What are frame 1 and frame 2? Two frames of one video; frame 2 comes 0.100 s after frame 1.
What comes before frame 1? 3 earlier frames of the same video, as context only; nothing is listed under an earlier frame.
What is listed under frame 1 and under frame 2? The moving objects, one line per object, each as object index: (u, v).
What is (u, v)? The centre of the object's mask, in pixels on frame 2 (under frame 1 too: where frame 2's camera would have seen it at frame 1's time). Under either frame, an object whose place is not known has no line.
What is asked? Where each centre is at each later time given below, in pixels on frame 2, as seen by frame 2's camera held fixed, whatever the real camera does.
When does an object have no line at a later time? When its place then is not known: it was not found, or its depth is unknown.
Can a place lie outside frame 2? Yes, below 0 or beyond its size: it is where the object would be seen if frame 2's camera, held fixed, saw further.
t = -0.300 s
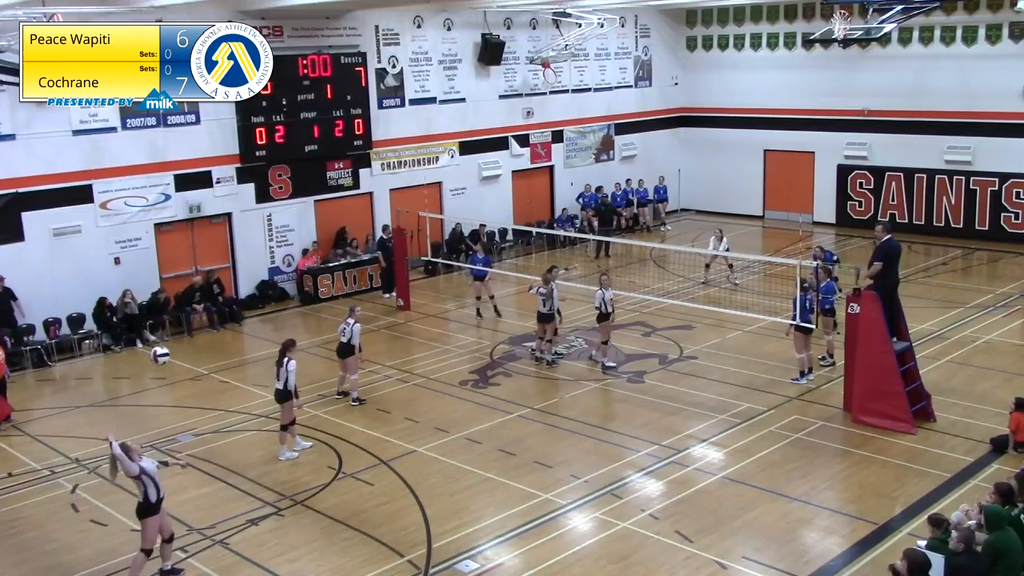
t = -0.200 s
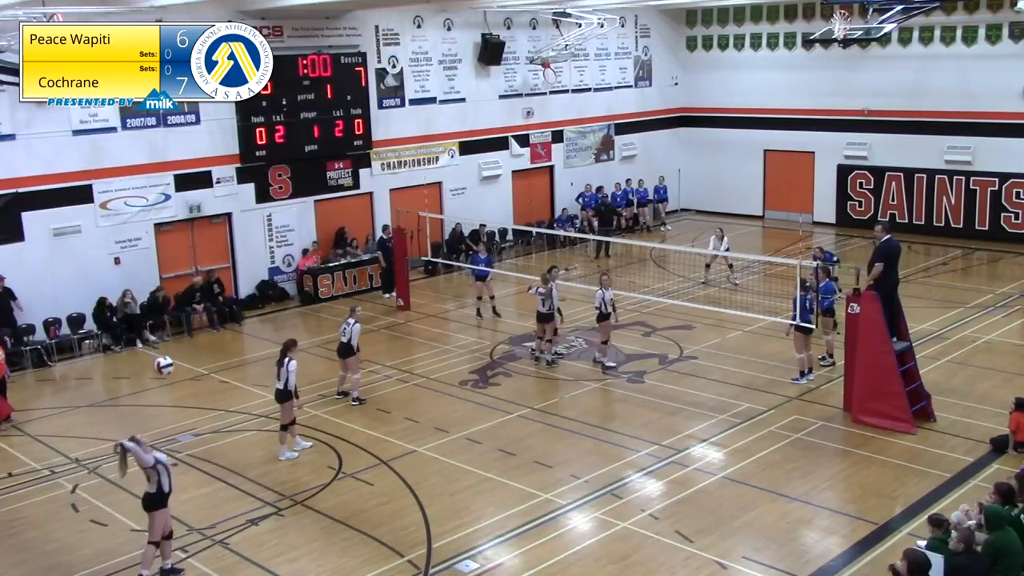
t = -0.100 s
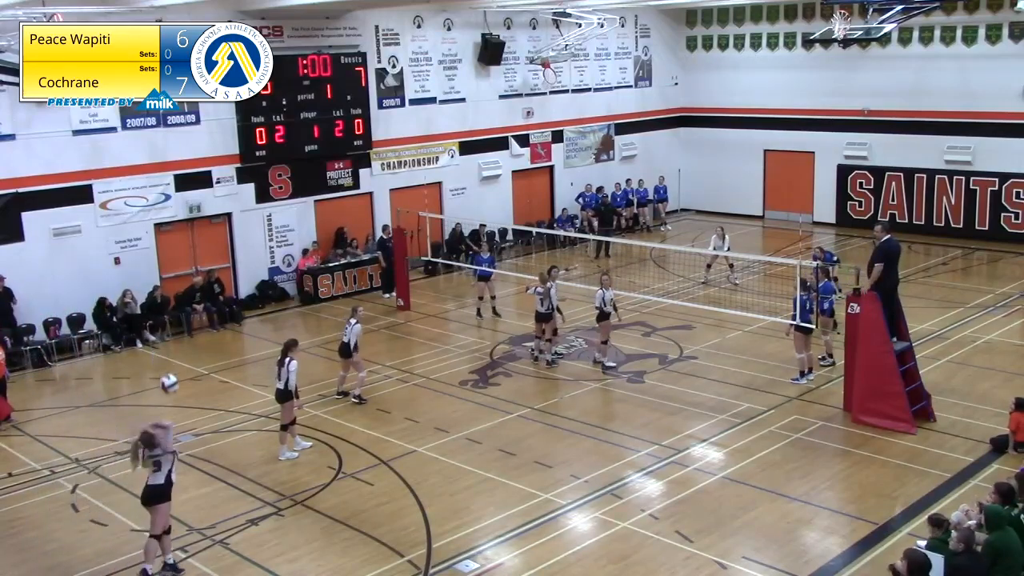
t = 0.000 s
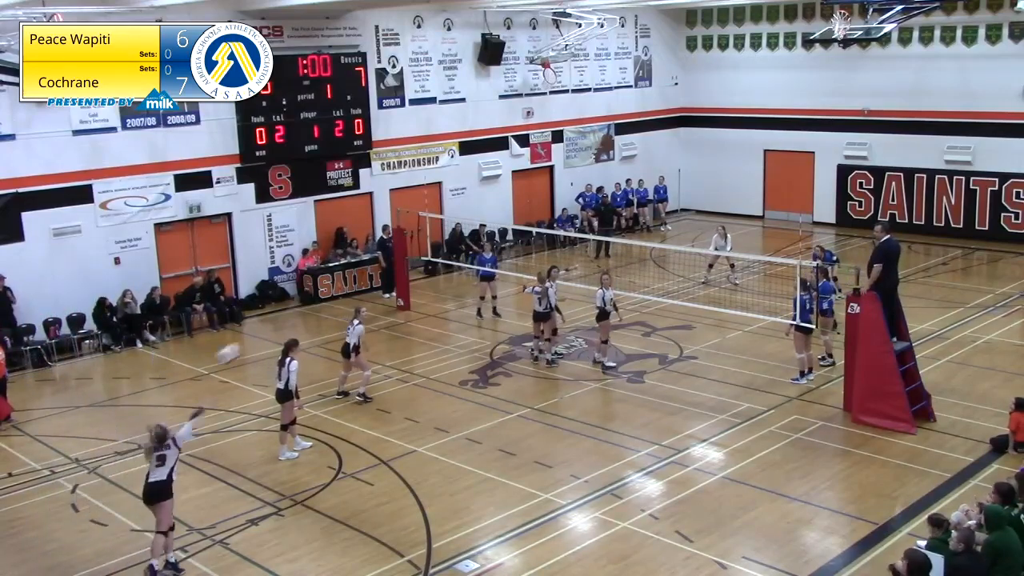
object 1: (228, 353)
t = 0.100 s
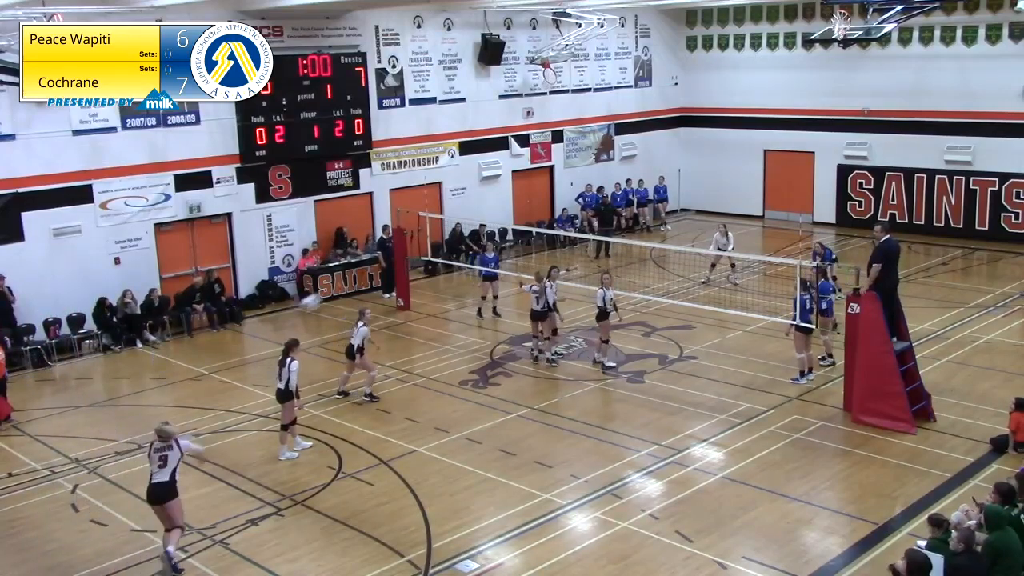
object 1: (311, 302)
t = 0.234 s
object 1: (405, 256)
